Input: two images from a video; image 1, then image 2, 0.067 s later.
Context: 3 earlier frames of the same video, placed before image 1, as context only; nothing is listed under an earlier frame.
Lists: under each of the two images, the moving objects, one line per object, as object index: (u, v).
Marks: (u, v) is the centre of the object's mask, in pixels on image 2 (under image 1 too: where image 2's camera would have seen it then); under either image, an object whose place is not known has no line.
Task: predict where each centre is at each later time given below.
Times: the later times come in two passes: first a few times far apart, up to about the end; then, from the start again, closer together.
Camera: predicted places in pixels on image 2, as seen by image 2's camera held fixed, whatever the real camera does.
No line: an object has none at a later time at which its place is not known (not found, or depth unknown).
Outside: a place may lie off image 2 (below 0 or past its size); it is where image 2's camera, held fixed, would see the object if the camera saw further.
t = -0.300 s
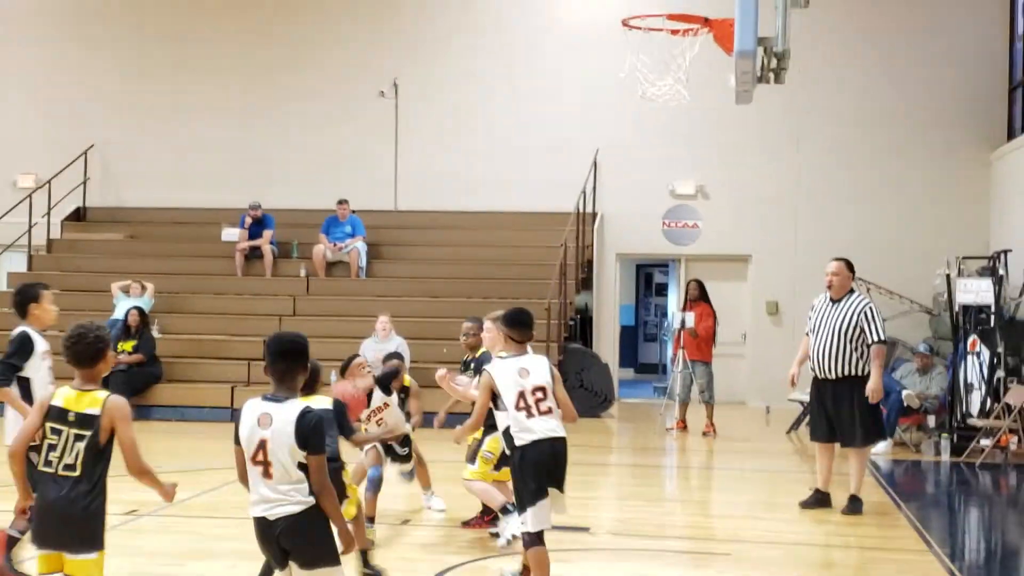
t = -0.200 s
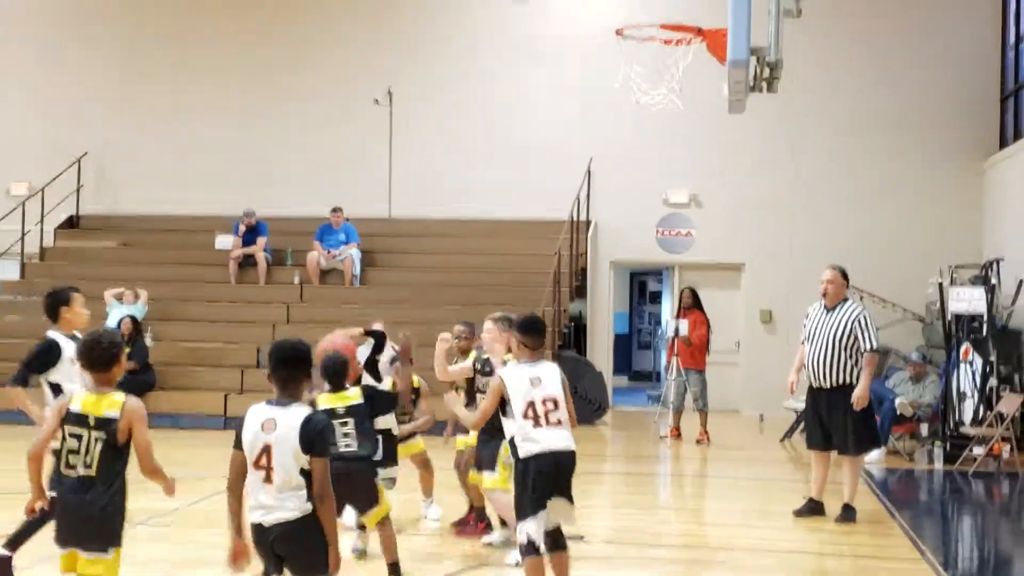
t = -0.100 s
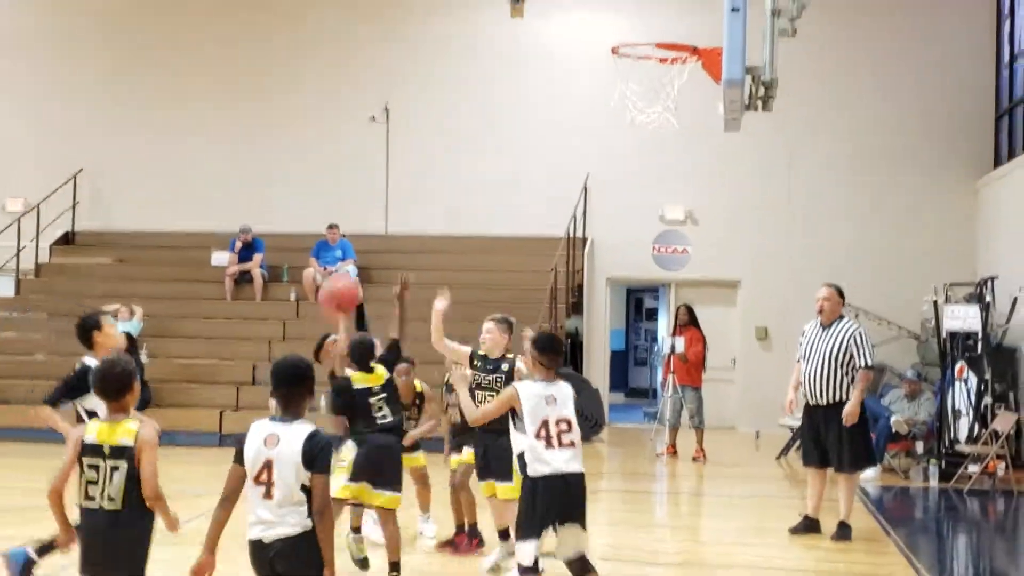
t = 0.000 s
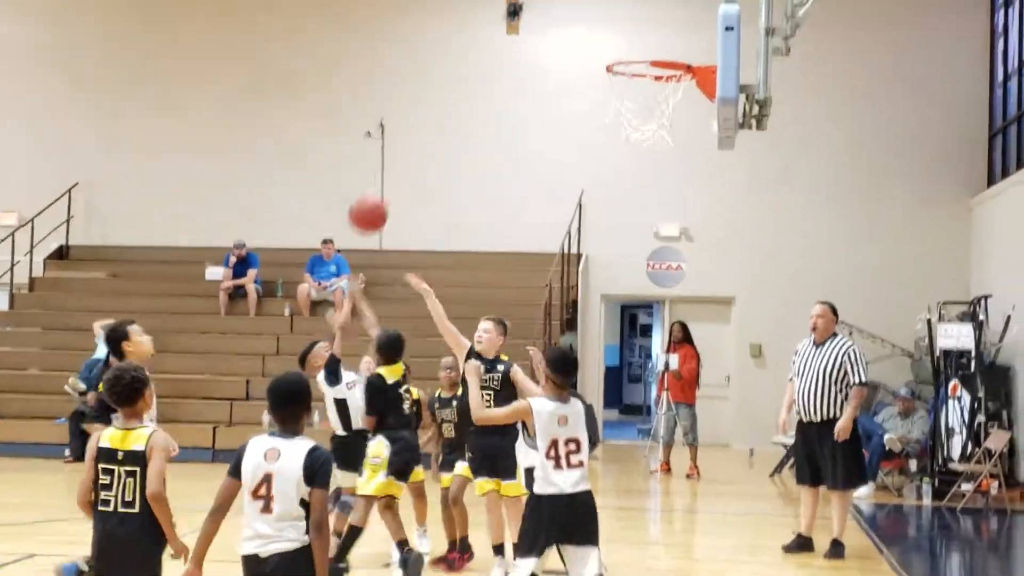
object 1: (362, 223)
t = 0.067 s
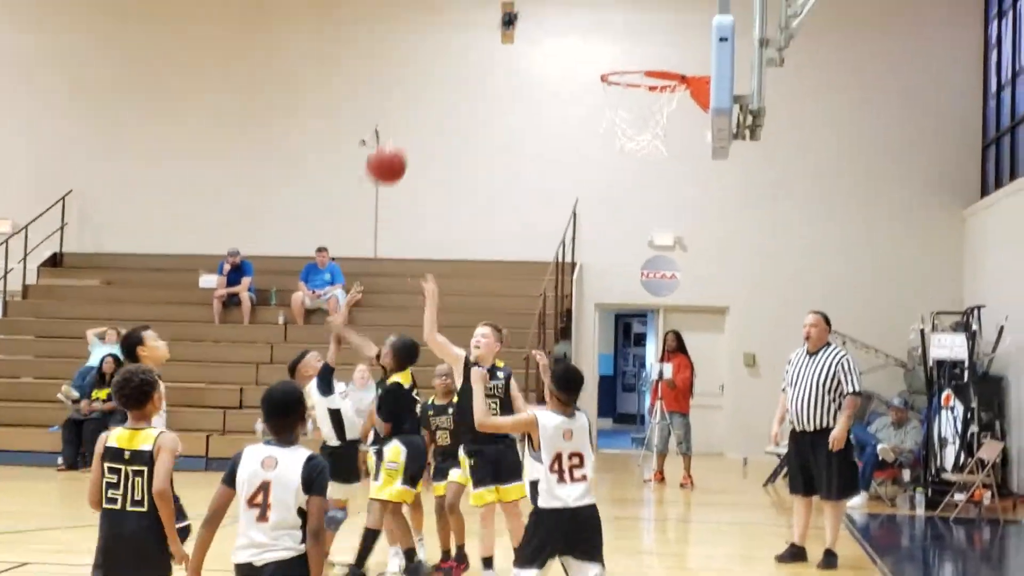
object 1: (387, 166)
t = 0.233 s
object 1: (447, 52)
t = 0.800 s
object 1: (653, 10)
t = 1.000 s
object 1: (664, 120)
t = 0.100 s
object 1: (398, 139)
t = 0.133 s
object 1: (410, 115)
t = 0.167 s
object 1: (422, 92)
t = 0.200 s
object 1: (434, 71)
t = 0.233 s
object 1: (447, 52)
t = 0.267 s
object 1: (458, 34)
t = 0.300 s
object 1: (470, 19)
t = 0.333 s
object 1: (483, 5)
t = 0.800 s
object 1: (653, 10)
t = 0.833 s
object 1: (666, 27)
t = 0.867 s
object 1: (679, 46)
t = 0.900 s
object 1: (691, 66)
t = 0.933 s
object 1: (690, 84)
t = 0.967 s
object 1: (677, 100)
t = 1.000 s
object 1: (664, 120)
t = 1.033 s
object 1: (652, 141)
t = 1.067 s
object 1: (639, 163)
